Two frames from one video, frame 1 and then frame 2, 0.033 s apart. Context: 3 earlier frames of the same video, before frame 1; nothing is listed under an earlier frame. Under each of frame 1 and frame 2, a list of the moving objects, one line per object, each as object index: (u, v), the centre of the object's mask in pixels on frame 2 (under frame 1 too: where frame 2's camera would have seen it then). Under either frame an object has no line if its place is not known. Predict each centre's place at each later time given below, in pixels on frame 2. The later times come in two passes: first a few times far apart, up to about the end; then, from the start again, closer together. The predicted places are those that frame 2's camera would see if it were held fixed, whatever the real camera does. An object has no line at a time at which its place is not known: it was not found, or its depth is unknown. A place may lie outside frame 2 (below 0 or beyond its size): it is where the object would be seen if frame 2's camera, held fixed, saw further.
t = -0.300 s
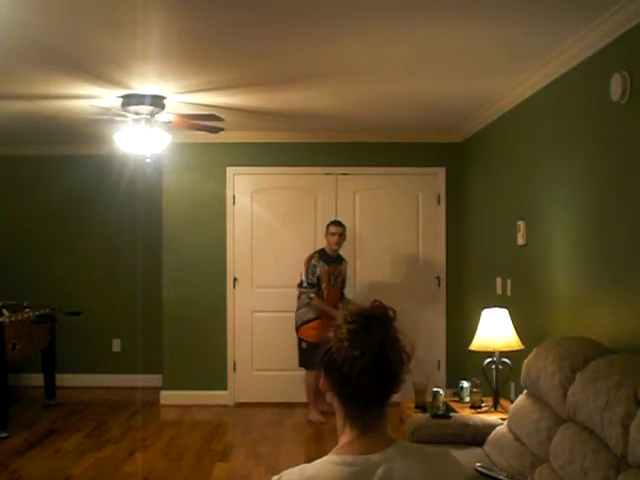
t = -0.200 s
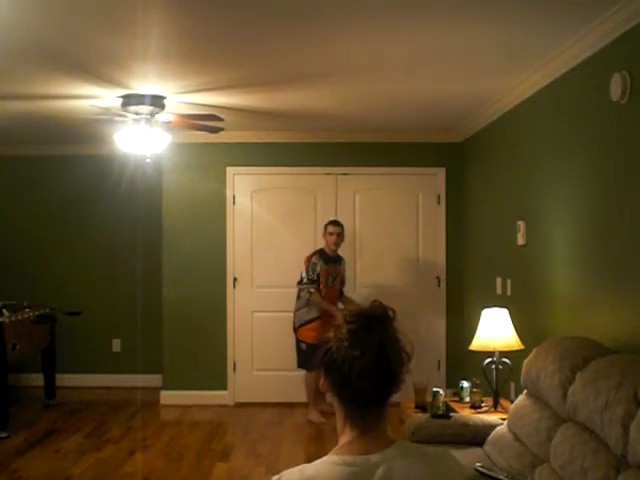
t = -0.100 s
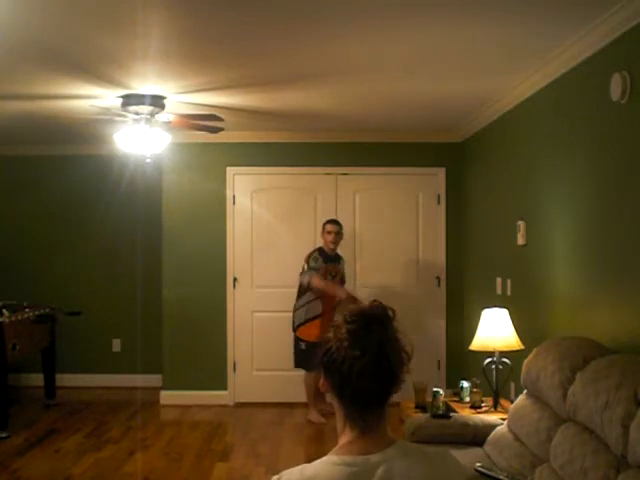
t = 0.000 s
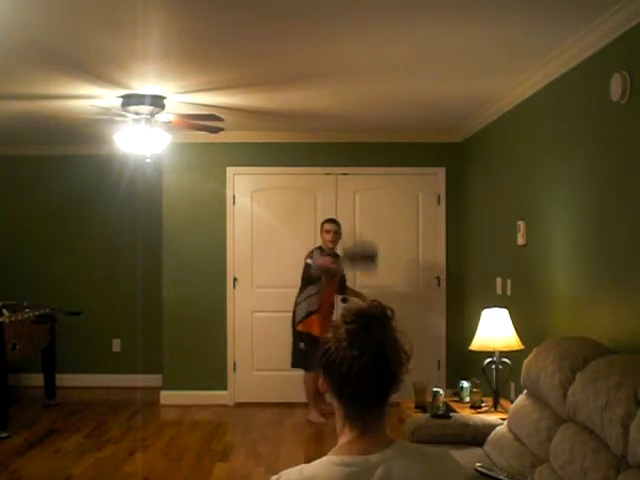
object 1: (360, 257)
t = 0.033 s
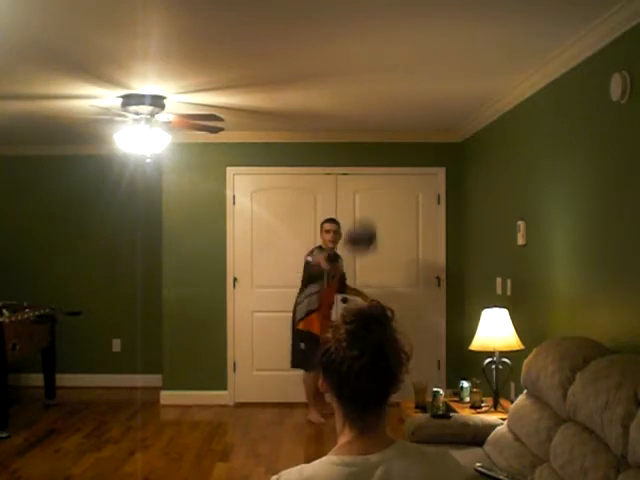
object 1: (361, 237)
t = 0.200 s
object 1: (370, 161)
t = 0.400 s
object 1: (384, 86)
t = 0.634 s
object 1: (414, 51)
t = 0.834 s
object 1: (471, 104)
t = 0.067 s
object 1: (361, 221)
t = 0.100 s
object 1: (362, 205)
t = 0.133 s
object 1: (365, 190)
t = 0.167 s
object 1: (367, 177)
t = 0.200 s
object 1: (370, 161)
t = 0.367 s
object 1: (380, 95)
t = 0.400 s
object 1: (384, 86)
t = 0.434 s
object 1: (388, 78)
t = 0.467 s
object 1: (390, 70)
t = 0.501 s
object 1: (395, 64)
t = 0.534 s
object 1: (401, 58)
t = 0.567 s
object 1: (405, 52)
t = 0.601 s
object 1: (409, 50)
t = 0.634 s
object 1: (414, 51)
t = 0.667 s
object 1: (421, 55)
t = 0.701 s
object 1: (429, 60)
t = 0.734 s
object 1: (439, 68)
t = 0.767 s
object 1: (449, 78)
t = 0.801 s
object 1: (459, 89)
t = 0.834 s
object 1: (471, 104)
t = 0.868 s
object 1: (482, 121)
